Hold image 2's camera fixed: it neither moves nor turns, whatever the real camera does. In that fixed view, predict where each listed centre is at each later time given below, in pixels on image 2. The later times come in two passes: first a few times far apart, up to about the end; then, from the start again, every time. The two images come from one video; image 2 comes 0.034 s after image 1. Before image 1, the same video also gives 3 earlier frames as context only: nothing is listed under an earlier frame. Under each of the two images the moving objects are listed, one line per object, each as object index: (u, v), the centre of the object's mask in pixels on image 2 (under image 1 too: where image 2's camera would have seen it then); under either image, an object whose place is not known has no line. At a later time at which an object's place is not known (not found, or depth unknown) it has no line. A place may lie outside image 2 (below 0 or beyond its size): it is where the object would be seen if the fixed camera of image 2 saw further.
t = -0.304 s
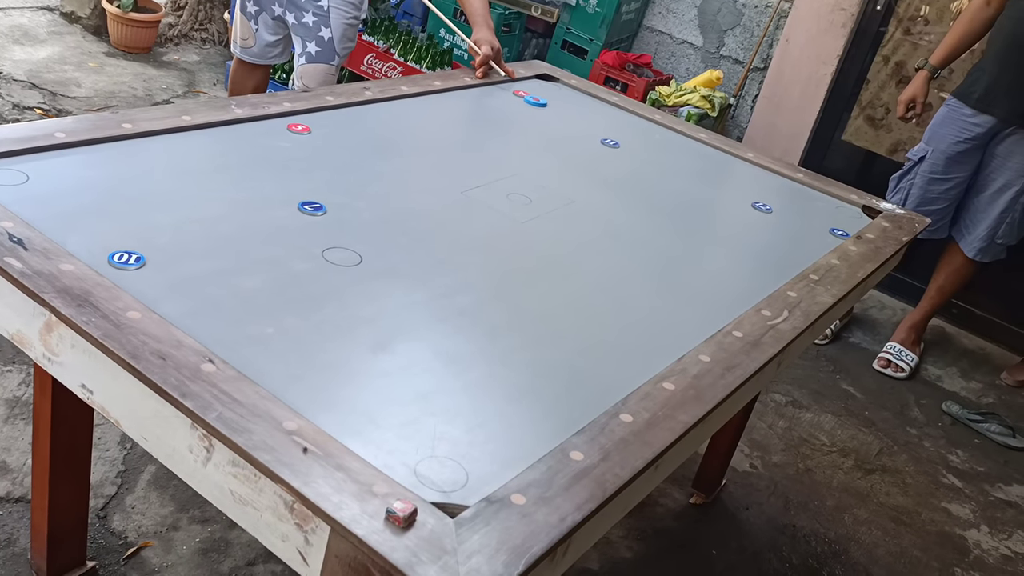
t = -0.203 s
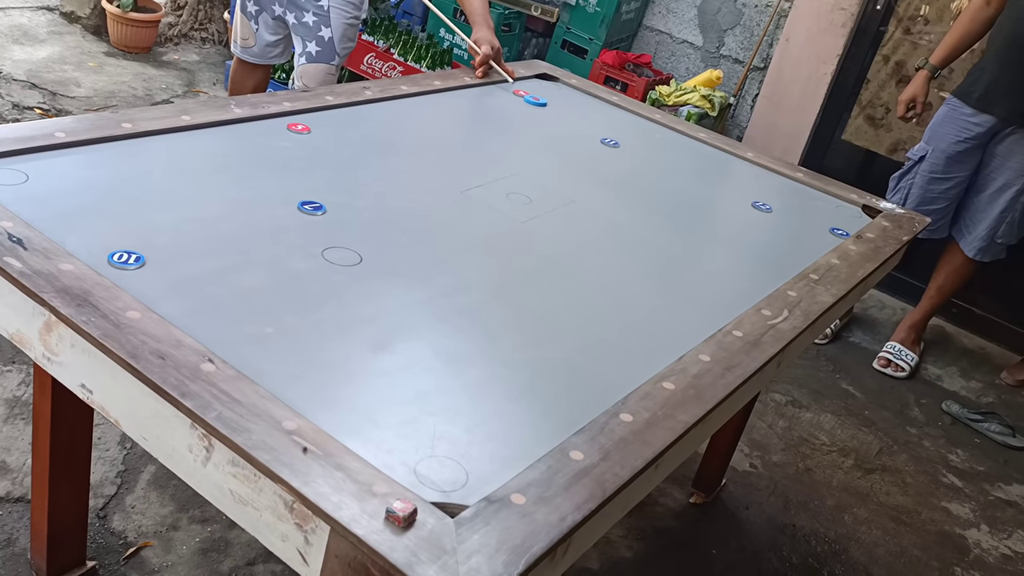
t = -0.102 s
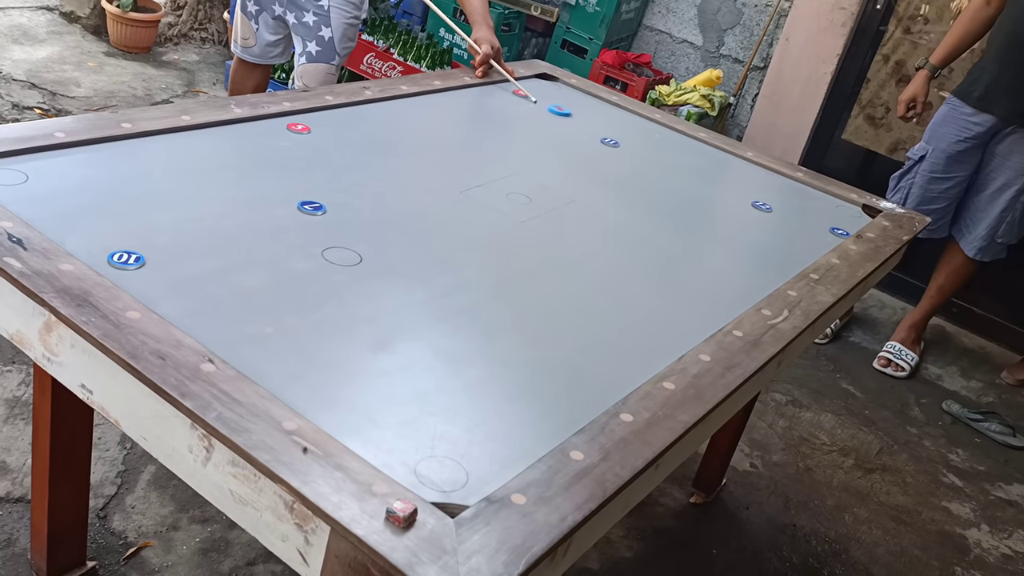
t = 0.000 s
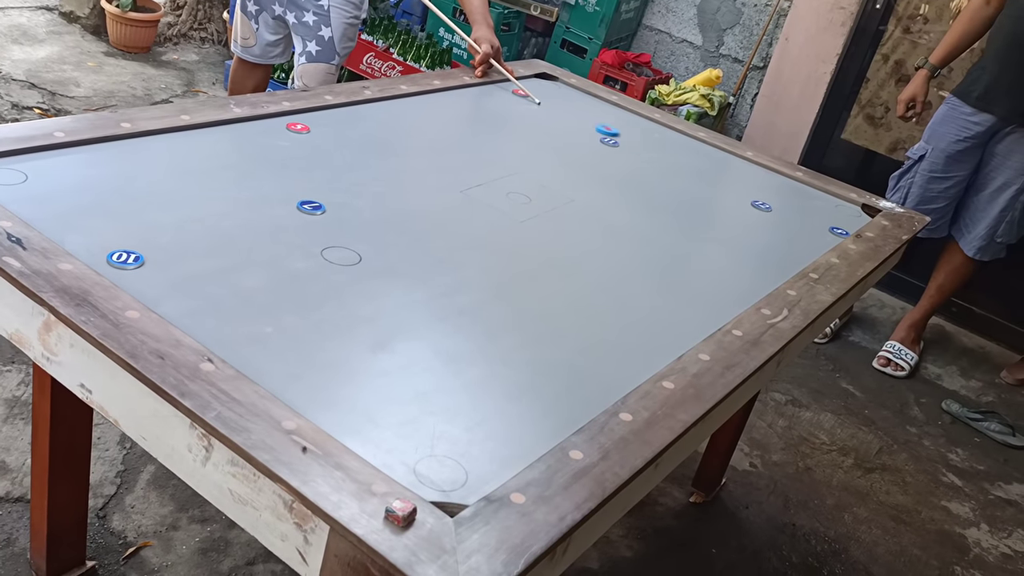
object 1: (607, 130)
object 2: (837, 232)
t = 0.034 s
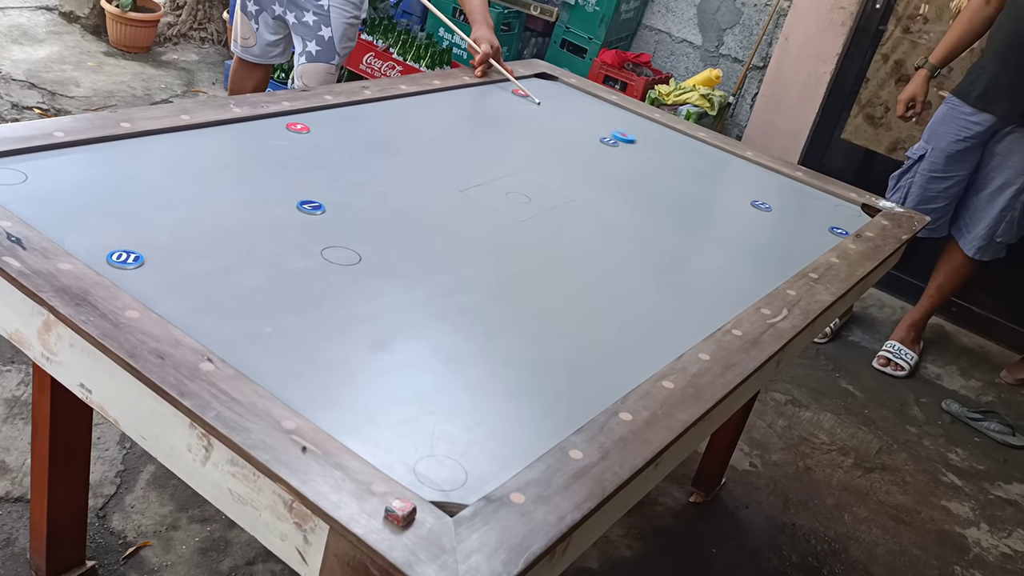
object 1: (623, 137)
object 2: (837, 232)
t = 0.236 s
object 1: (721, 178)
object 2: (837, 232)
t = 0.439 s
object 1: (820, 219)
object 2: (838, 232)
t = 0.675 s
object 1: (834, 214)
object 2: (795, 249)
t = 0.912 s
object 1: (819, 204)
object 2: (748, 267)
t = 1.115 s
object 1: (814, 200)
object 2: (706, 283)
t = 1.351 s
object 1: (813, 200)
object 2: (655, 302)
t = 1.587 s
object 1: (813, 200)
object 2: (604, 321)
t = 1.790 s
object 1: (813, 200)
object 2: (563, 336)
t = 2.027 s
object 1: (813, 200)
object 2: (524, 352)
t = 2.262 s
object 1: (813, 200)
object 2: (496, 364)
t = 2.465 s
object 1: (813, 200)
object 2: (477, 372)
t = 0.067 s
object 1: (639, 144)
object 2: (837, 232)
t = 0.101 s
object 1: (655, 151)
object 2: (837, 232)
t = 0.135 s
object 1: (671, 157)
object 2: (837, 232)
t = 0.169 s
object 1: (688, 164)
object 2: (837, 232)
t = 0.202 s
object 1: (704, 171)
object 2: (837, 232)
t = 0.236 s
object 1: (721, 178)
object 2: (837, 232)
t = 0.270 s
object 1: (737, 185)
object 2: (837, 232)
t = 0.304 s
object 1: (754, 192)
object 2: (837, 232)
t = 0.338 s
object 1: (770, 198)
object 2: (837, 232)
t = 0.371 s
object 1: (787, 205)
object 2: (838, 232)
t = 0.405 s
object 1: (804, 212)
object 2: (837, 232)
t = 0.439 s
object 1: (820, 219)
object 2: (838, 232)
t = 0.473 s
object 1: (832, 222)
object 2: (835, 235)
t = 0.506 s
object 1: (840, 223)
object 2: (830, 237)
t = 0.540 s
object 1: (846, 223)
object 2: (822, 240)
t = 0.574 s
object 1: (843, 221)
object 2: (815, 242)
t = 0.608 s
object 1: (840, 219)
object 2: (808, 244)
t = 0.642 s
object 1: (837, 217)
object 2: (802, 247)
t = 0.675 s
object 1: (834, 214)
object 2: (795, 249)
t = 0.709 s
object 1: (831, 213)
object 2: (788, 252)
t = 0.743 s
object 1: (828, 210)
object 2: (781, 254)
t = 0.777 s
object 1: (826, 209)
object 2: (775, 256)
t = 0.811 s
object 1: (824, 207)
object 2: (768, 259)
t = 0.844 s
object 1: (822, 206)
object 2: (761, 262)
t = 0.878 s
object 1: (820, 205)
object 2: (755, 264)
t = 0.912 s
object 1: (819, 204)
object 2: (748, 267)
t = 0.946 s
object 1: (818, 203)
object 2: (741, 269)
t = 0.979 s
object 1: (817, 202)
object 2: (734, 272)
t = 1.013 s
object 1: (816, 201)
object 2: (727, 274)
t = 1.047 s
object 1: (815, 201)
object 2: (720, 277)
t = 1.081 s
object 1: (814, 200)
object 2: (713, 280)
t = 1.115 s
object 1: (814, 200)
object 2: (706, 283)
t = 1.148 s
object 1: (814, 200)
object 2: (698, 285)
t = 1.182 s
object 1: (813, 200)
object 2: (691, 288)
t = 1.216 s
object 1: (813, 200)
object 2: (684, 291)
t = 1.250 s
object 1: (813, 200)
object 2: (676, 294)
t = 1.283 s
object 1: (814, 200)
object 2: (669, 296)
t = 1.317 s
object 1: (813, 200)
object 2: (662, 299)
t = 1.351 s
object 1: (813, 200)
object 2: (655, 302)
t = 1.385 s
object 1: (813, 200)
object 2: (647, 305)
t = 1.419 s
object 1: (813, 200)
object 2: (640, 308)
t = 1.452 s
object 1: (813, 200)
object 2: (632, 310)
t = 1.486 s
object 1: (813, 200)
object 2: (625, 313)
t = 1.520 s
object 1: (813, 200)
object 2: (618, 316)
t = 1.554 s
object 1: (813, 200)
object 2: (611, 318)
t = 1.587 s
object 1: (813, 200)
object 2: (604, 321)
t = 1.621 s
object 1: (813, 200)
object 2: (597, 324)
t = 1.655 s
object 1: (813, 200)
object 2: (590, 326)
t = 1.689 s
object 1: (813, 200)
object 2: (583, 329)
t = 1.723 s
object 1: (813, 200)
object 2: (576, 332)
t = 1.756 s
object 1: (813, 200)
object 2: (570, 334)
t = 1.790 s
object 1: (813, 200)
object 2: (563, 336)
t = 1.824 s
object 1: (813, 200)
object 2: (557, 339)
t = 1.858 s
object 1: (813, 200)
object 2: (551, 342)
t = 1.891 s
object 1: (813, 200)
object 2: (545, 344)
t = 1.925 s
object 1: (813, 200)
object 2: (539, 346)
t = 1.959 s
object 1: (813, 200)
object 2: (534, 348)
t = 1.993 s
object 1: (813, 200)
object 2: (529, 351)
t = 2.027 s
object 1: (813, 200)
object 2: (524, 352)
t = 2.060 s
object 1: (813, 200)
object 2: (520, 354)
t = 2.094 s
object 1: (813, 200)
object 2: (515, 356)
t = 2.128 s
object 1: (813, 200)
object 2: (511, 358)
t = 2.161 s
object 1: (813, 200)
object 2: (507, 359)
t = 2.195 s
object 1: (813, 200)
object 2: (503, 361)
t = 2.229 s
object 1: (813, 200)
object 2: (499, 362)
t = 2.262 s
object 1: (813, 200)
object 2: (496, 364)
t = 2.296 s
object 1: (813, 200)
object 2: (492, 365)
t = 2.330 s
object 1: (813, 200)
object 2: (489, 367)
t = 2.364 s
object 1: (813, 200)
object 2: (486, 368)
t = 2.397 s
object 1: (813, 200)
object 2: (483, 369)
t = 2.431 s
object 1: (813, 200)
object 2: (480, 371)
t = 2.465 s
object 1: (813, 200)
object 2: (477, 372)
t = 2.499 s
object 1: (813, 200)
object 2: (474, 373)
